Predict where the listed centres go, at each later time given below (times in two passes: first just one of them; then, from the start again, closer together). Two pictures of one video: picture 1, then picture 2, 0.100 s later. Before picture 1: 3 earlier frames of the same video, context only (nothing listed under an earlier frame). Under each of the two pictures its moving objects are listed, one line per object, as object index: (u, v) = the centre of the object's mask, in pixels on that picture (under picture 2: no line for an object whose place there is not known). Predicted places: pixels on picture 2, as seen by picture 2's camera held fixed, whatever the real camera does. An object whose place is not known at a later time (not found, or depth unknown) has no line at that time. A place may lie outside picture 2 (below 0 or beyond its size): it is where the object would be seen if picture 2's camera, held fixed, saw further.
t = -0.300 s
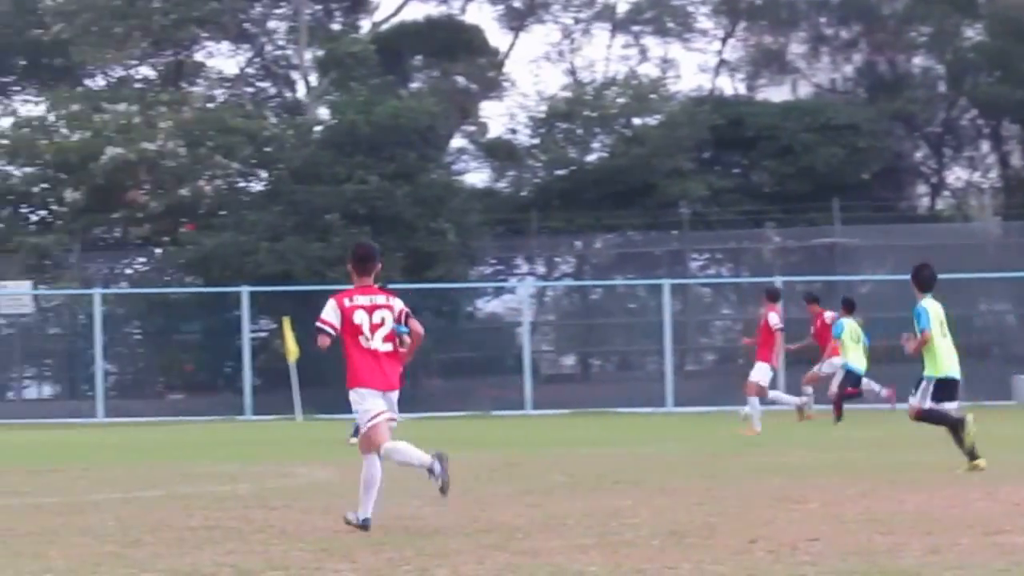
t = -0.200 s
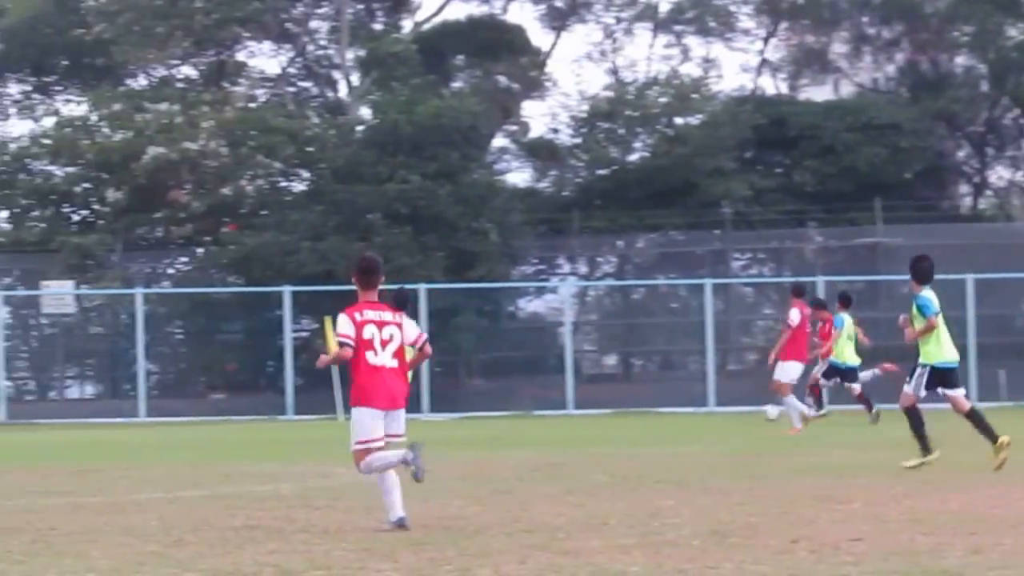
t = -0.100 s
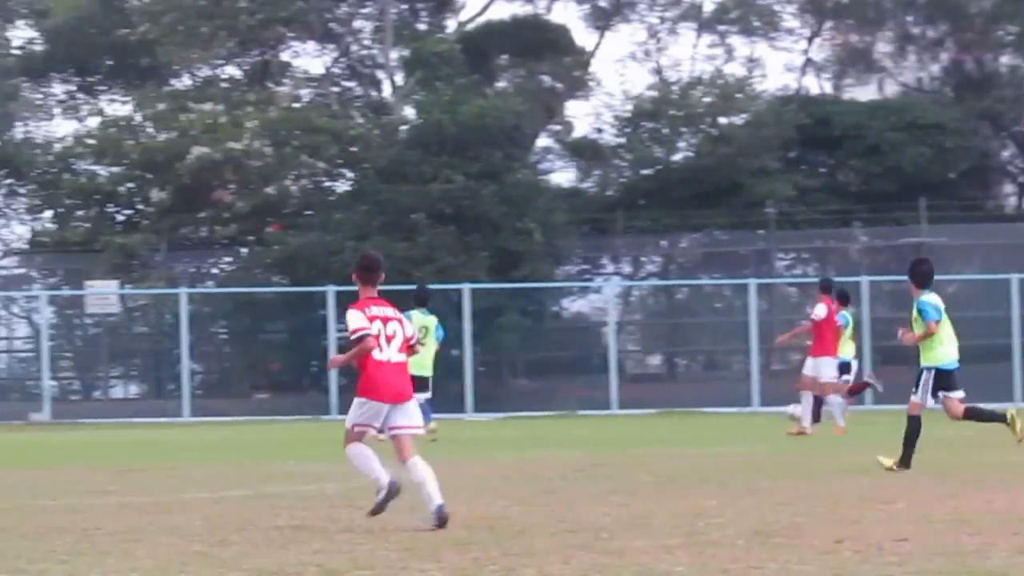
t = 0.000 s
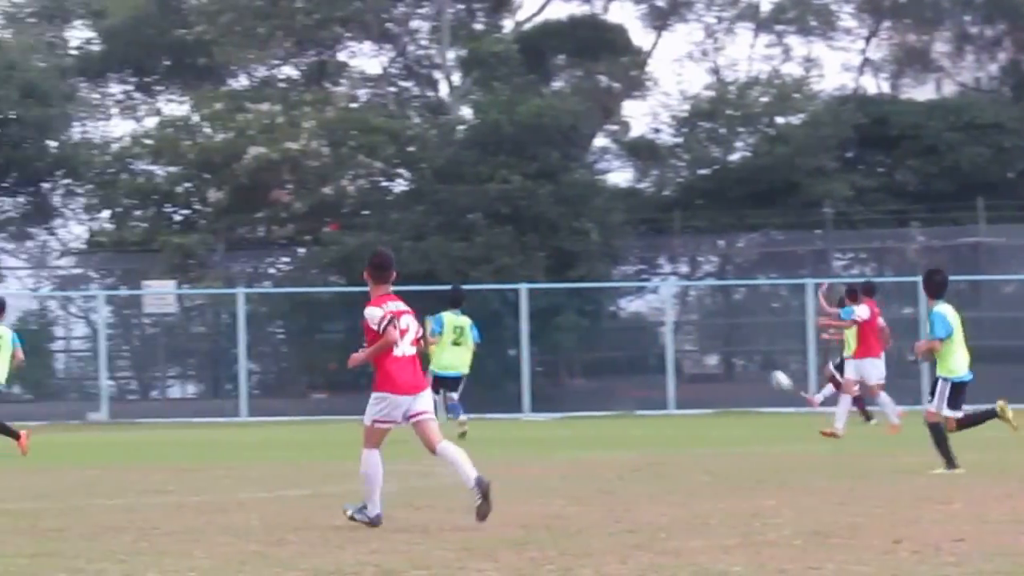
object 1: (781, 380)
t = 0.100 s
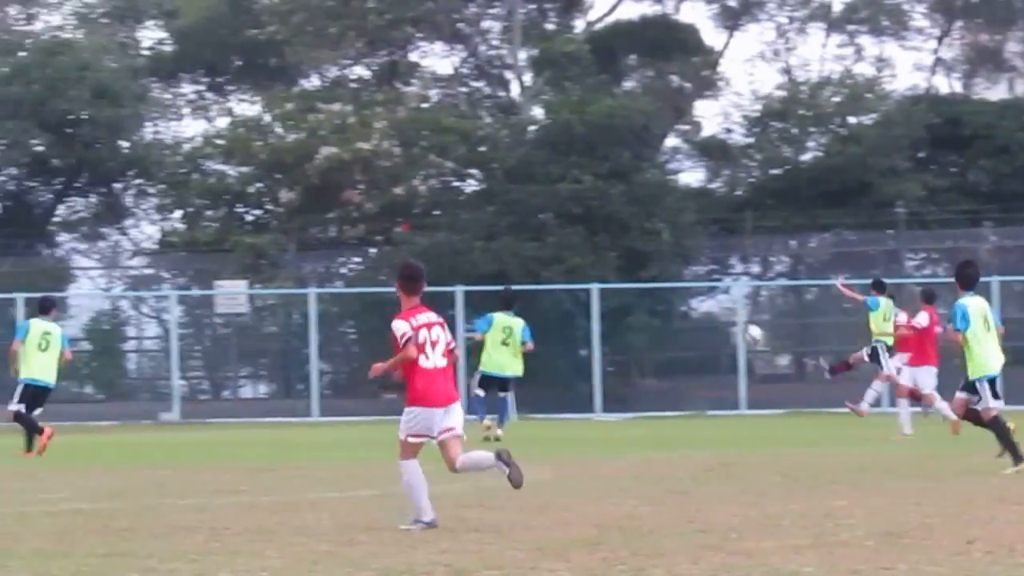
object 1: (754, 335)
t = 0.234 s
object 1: (628, 283)
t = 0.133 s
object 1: (720, 320)
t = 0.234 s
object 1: (628, 283)
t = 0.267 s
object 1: (597, 272)
